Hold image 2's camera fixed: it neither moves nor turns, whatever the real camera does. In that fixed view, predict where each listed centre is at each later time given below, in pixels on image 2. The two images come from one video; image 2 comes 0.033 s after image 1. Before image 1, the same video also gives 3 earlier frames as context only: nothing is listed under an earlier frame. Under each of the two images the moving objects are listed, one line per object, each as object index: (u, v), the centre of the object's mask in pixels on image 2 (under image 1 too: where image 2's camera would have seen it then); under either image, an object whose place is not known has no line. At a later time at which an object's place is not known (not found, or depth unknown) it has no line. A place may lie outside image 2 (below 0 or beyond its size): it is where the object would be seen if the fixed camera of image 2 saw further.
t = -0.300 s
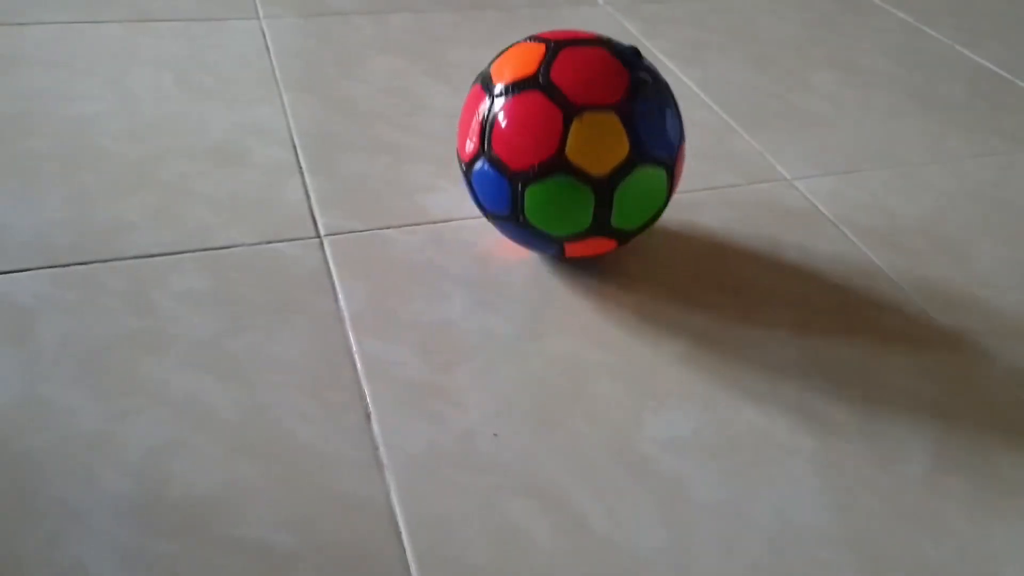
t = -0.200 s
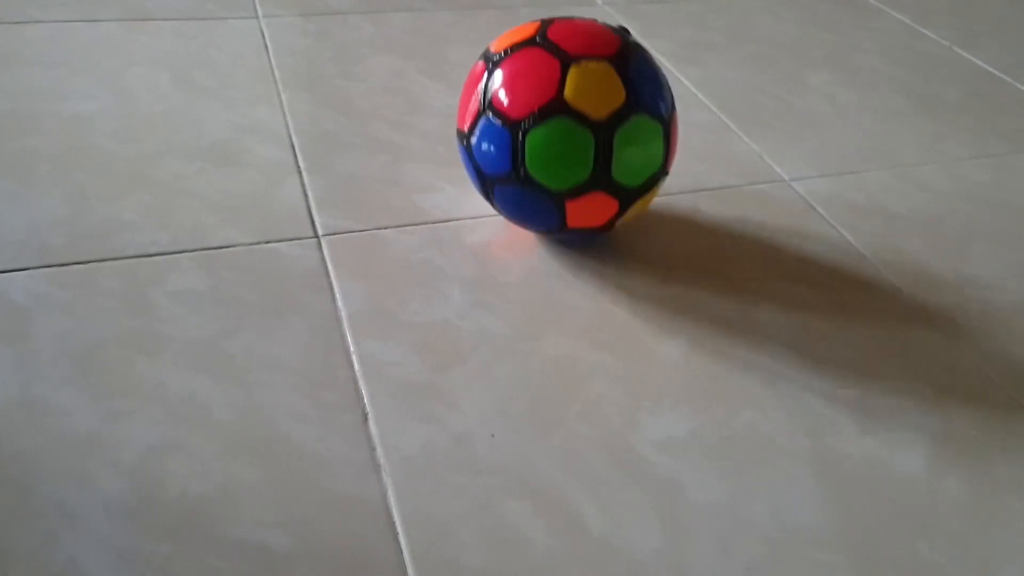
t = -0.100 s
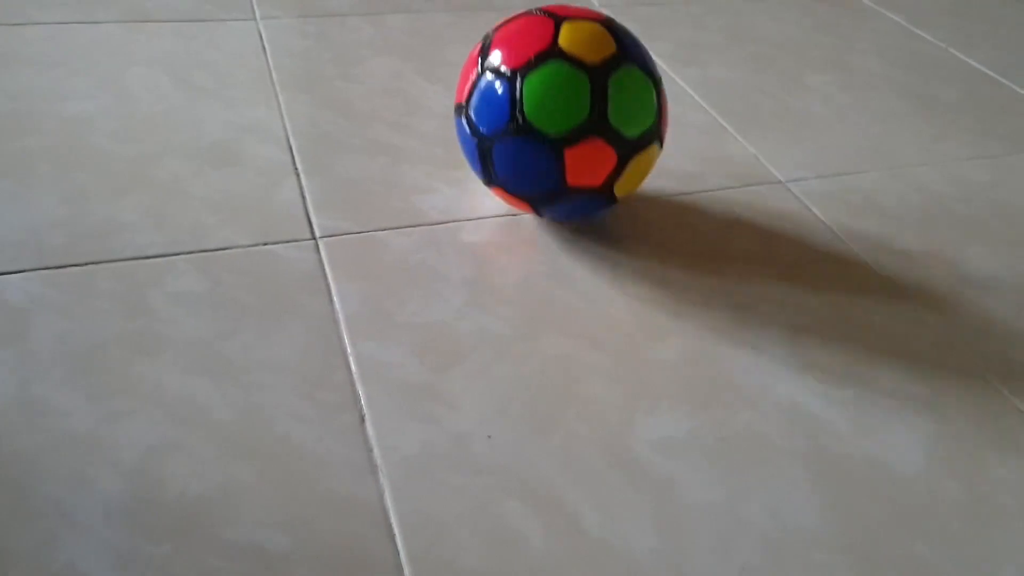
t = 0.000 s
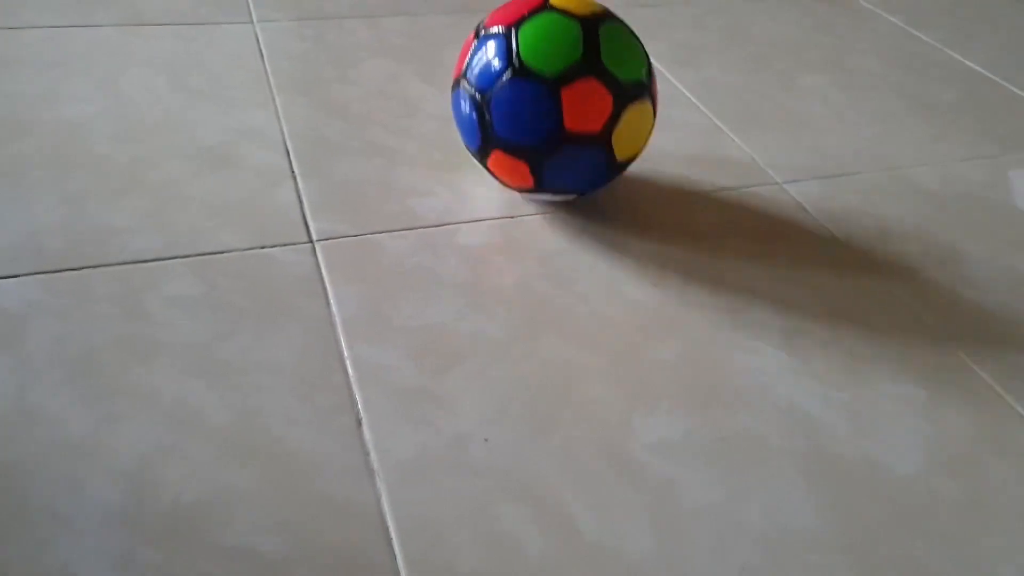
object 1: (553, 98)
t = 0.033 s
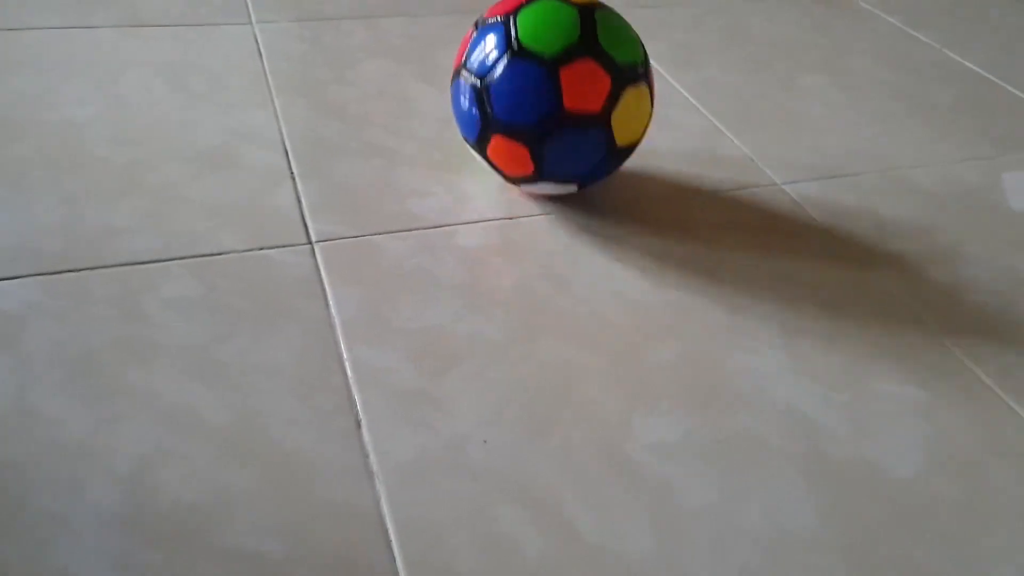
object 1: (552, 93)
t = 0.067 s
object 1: (552, 88)
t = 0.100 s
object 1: (552, 82)
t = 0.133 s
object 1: (552, 77)
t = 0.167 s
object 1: (554, 74)
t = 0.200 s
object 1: (556, 69)
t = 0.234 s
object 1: (558, 65)
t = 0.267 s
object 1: (560, 61)
